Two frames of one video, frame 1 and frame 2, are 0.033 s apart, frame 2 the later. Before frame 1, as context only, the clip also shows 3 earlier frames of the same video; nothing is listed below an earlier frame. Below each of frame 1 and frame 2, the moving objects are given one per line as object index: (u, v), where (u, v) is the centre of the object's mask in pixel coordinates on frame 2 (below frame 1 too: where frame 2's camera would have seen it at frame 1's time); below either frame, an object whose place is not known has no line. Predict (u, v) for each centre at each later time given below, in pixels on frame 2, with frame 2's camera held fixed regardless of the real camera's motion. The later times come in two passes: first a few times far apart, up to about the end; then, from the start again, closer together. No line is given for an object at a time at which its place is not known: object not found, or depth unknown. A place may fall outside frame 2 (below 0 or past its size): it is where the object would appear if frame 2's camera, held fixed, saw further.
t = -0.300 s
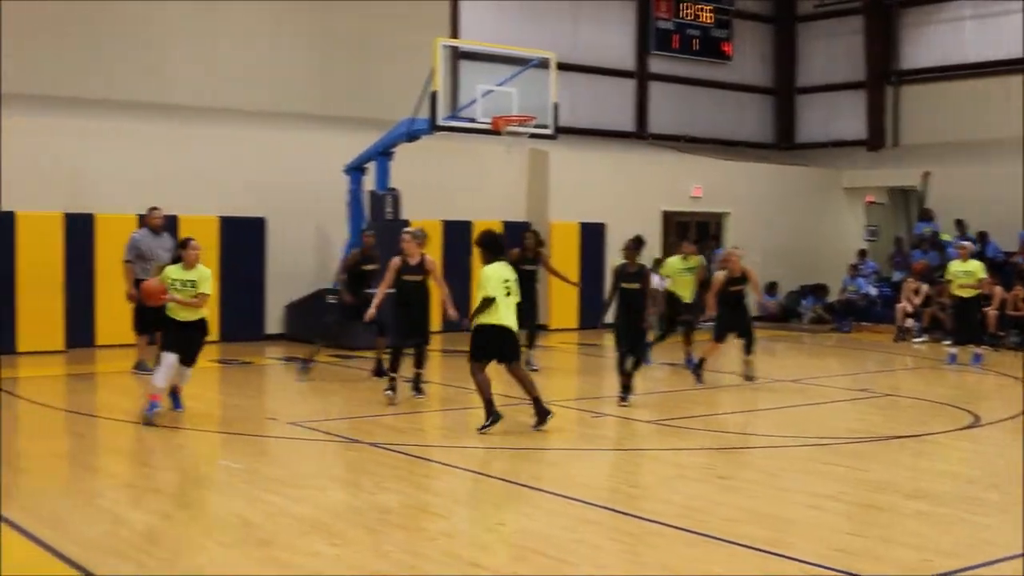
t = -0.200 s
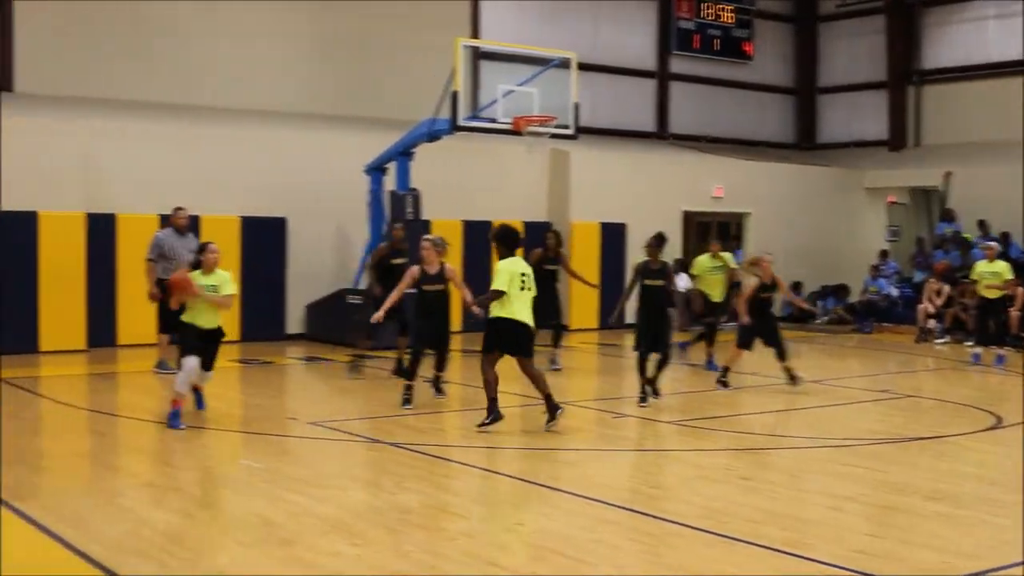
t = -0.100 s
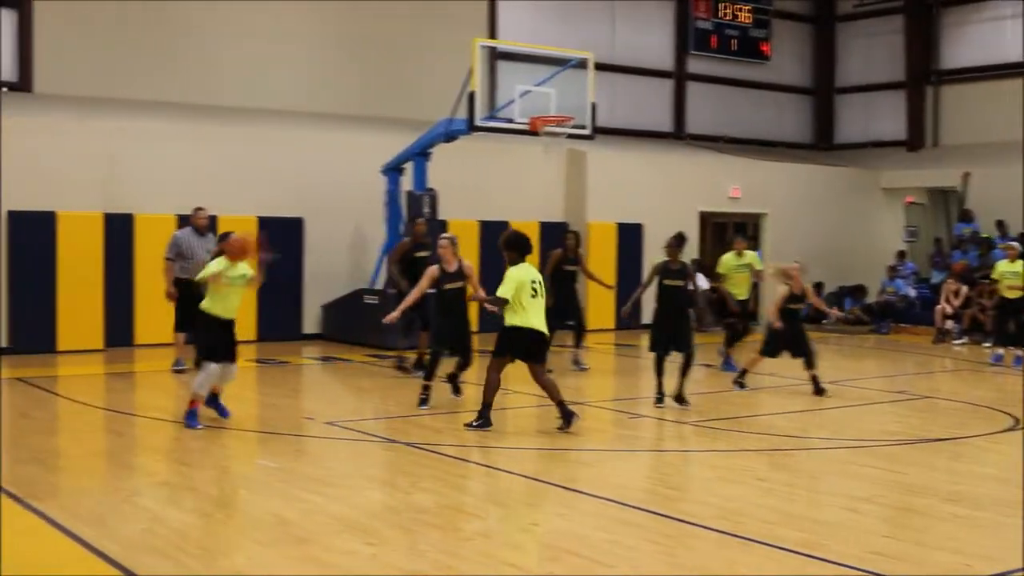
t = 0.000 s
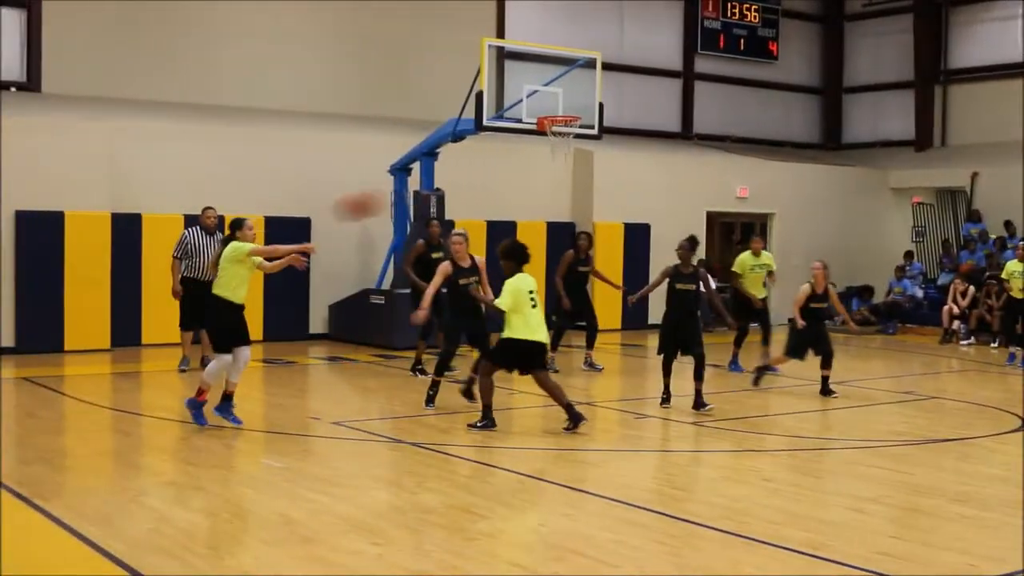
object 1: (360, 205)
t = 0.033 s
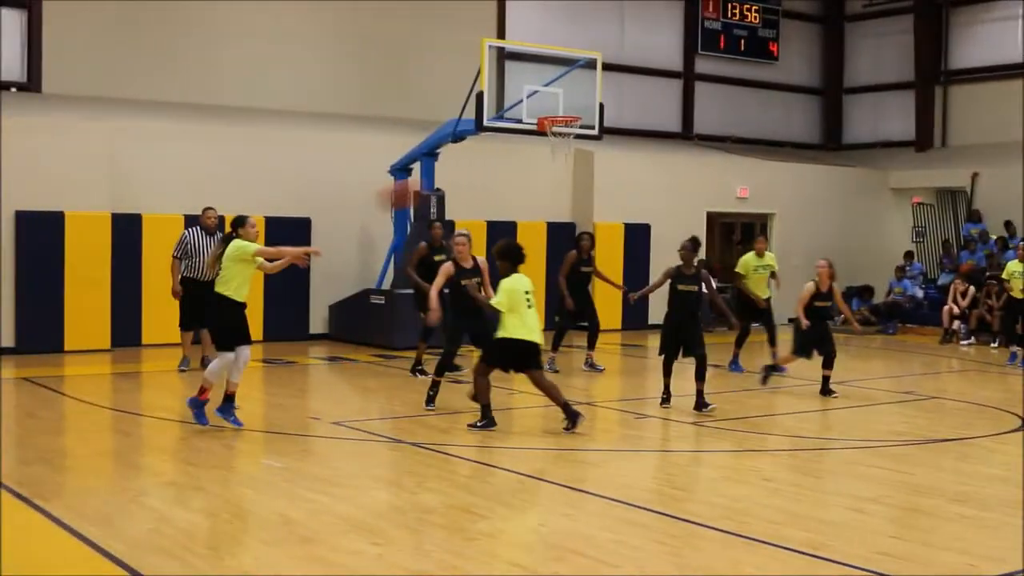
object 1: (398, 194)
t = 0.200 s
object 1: (628, 158)
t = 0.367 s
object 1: (887, 152)
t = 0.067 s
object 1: (453, 181)
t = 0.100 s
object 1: (489, 177)
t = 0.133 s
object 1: (533, 169)
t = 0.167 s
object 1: (580, 163)
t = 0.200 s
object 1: (628, 158)
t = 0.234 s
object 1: (676, 154)
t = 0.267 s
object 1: (727, 150)
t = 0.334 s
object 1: (833, 149)
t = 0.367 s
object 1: (887, 152)
